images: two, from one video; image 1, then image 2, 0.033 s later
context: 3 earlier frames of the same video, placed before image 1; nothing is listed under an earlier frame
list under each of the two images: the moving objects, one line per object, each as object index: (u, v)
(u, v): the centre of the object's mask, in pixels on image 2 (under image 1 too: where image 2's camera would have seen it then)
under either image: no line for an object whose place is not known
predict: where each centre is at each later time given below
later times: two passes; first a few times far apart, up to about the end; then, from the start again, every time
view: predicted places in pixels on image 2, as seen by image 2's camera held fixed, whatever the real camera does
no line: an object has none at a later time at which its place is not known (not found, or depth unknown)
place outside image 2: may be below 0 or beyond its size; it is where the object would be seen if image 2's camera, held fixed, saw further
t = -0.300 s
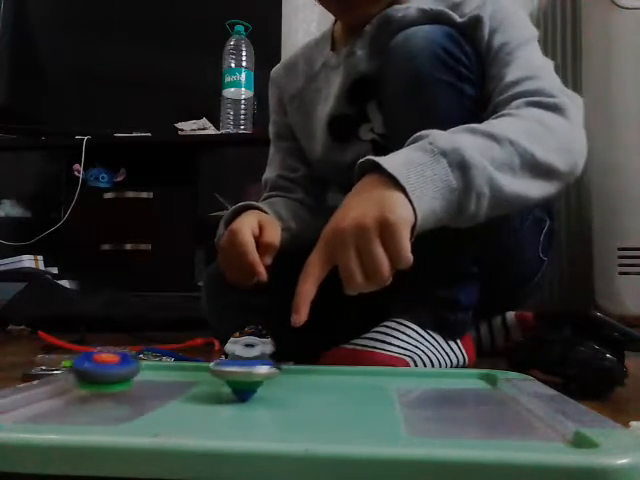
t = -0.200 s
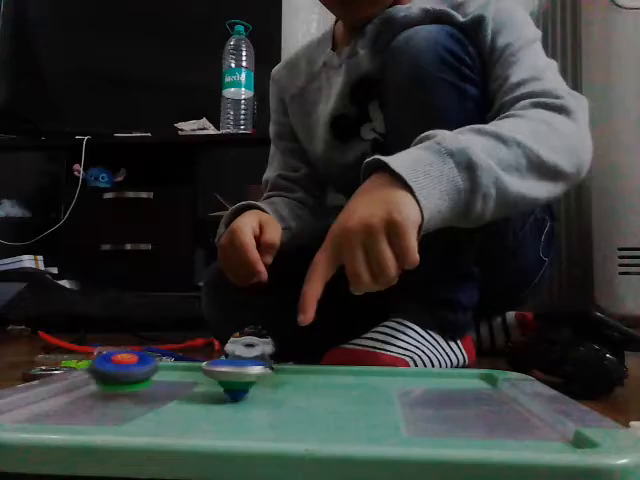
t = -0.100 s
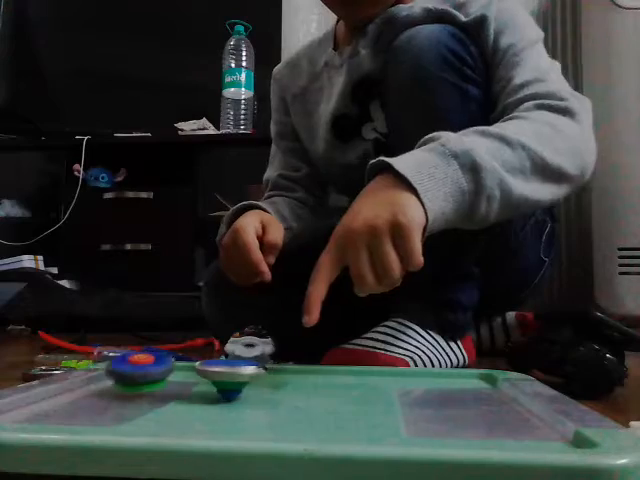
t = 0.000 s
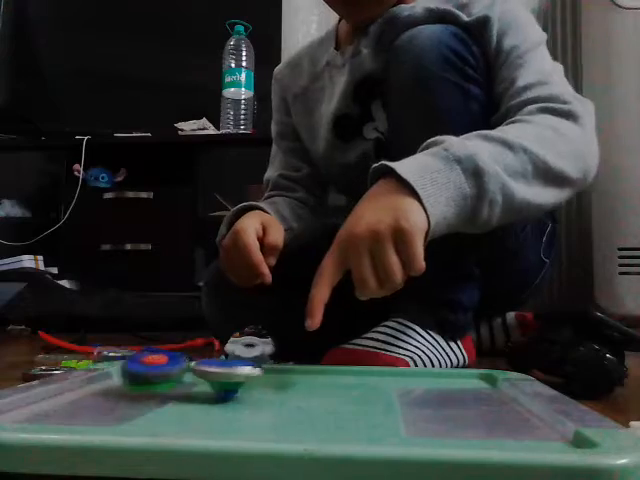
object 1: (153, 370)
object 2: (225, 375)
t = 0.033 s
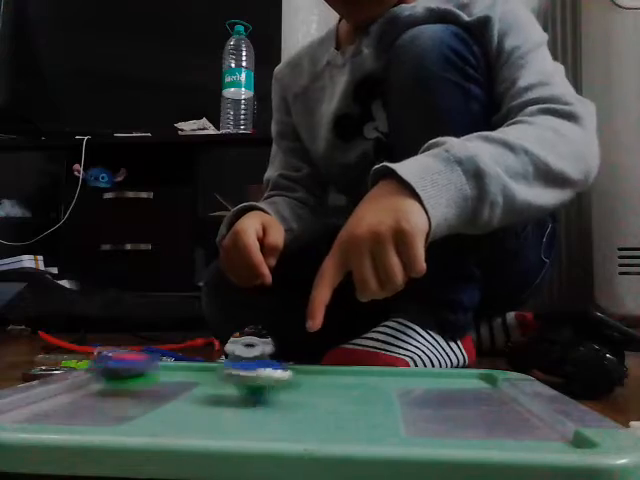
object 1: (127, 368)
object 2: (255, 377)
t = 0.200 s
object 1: (89, 359)
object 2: (350, 381)
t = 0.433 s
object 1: (116, 365)
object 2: (388, 382)
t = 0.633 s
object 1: (130, 364)
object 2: (411, 387)
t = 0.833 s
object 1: (143, 366)
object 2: (421, 391)
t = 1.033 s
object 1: (150, 367)
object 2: (415, 397)
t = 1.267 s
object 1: (150, 370)
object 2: (390, 402)
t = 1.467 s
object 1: (139, 375)
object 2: (356, 403)
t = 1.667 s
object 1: (124, 379)
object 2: (321, 401)
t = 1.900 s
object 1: (100, 381)
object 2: (294, 396)
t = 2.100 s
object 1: (80, 380)
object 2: (289, 391)
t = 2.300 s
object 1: (68, 379)
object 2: (300, 385)
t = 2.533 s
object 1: (66, 377)
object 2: (321, 378)
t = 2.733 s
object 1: (71, 374)
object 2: (343, 373)
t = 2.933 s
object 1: (84, 374)
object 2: (368, 372)
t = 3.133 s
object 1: (99, 374)
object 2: (394, 372)
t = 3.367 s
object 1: (116, 376)
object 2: (418, 375)
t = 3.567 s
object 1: (125, 378)
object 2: (430, 379)
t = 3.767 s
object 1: (128, 381)
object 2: (428, 383)
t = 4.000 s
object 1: (123, 384)
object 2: (408, 386)
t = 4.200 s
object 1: (110, 388)
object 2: (381, 388)
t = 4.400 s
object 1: (93, 390)
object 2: (350, 388)
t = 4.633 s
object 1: (73, 391)
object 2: (322, 385)
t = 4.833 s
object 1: (61, 389)
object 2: (307, 380)
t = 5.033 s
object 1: (58, 388)
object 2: (302, 374)
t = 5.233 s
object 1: (60, 386)
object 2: (308, 369)
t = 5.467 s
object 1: (72, 384)
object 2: (323, 365)
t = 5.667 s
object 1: (87, 384)
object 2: (341, 364)
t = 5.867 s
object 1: (104, 384)
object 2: (359, 365)
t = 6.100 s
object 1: (120, 386)
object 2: (373, 367)
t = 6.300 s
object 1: (129, 388)
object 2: (376, 371)
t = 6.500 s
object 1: (133, 387)
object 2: (367, 375)
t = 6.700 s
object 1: (124, 389)
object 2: (345, 378)
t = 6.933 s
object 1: (113, 390)
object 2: (309, 379)
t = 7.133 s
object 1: (105, 391)
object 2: (281, 379)
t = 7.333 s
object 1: (103, 390)
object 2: (257, 375)
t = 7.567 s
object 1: (113, 390)
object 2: (245, 370)
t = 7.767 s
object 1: (129, 389)
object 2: (246, 367)
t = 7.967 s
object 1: (138, 386)
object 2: (256, 364)
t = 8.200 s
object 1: (144, 384)
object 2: (274, 363)
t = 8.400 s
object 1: (147, 383)
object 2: (289, 363)
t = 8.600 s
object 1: (148, 383)
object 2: (299, 366)
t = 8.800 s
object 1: (150, 383)
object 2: (302, 370)
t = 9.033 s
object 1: (152, 382)
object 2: (292, 375)
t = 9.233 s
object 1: (153, 382)
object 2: (271, 378)
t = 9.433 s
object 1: (154, 382)
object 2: (246, 380)
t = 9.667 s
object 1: (112, 379)
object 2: (258, 379)
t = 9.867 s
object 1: (96, 378)
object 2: (260, 379)
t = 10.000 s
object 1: (96, 377)
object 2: (263, 378)
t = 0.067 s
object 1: (103, 366)
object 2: (284, 380)
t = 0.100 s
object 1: (87, 360)
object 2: (308, 381)
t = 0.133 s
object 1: (84, 355)
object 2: (328, 381)
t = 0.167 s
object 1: (84, 356)
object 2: (342, 382)
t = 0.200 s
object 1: (89, 359)
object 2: (350, 381)
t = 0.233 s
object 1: (95, 363)
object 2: (356, 381)
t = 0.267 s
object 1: (101, 363)
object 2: (362, 381)
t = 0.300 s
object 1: (105, 364)
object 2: (367, 381)
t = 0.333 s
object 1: (107, 364)
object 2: (373, 382)
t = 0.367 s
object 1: (110, 365)
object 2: (378, 382)
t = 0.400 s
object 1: (112, 365)
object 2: (383, 382)
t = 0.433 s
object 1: (116, 365)
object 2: (388, 382)
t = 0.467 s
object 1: (117, 365)
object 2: (392, 383)
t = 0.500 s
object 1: (121, 365)
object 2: (397, 384)
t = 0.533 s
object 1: (123, 364)
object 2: (401, 385)
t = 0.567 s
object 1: (125, 364)
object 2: (405, 385)
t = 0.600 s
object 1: (128, 365)
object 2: (408, 386)
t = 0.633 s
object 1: (130, 364)
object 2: (411, 387)
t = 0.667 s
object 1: (132, 365)
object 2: (414, 387)
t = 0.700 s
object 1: (135, 365)
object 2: (416, 388)
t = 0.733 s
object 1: (136, 365)
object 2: (418, 389)
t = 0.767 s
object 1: (139, 365)
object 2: (420, 390)
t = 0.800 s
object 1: (142, 365)
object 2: (421, 391)
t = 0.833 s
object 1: (143, 366)
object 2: (421, 391)
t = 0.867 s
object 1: (145, 366)
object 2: (422, 393)
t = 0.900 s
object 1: (146, 366)
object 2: (422, 394)
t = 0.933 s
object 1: (147, 366)
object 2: (421, 394)
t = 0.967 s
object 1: (149, 367)
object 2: (420, 395)
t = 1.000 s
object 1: (150, 367)
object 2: (417, 397)
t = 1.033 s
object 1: (150, 367)
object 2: (415, 397)
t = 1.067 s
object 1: (151, 368)
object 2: (412, 398)
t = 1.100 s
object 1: (151, 368)
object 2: (409, 399)
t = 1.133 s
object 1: (151, 369)
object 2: (405, 400)
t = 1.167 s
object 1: (151, 369)
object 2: (403, 400)
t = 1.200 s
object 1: (151, 369)
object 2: (400, 401)
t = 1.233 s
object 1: (150, 369)
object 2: (396, 401)
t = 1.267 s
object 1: (150, 370)
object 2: (390, 402)
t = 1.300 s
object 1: (148, 370)
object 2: (386, 402)
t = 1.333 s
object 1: (148, 371)
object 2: (380, 402)
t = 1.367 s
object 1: (147, 371)
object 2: (374, 402)
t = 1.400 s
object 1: (143, 373)
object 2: (368, 403)
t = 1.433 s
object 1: (141, 374)
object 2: (362, 403)
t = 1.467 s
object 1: (139, 375)
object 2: (356, 403)
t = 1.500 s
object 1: (137, 376)
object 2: (350, 402)
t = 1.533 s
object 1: (136, 377)
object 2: (344, 402)
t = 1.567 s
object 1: (132, 377)
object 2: (338, 402)
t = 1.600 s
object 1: (130, 378)
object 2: (332, 402)
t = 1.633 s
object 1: (126, 379)
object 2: (326, 402)
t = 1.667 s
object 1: (124, 379)
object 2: (321, 401)
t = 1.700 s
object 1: (120, 380)
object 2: (316, 401)
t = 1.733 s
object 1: (117, 380)
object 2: (311, 400)
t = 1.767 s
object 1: (114, 380)
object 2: (307, 399)
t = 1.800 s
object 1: (110, 380)
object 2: (302, 398)
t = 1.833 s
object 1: (106, 380)
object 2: (299, 398)
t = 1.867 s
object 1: (103, 381)
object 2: (297, 397)
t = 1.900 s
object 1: (100, 381)
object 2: (294, 396)
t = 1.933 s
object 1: (96, 381)
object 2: (292, 395)
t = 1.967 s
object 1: (92, 381)
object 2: (291, 394)
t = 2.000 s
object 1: (89, 381)
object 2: (290, 393)
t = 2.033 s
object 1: (86, 381)
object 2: (289, 393)
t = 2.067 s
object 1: (84, 381)
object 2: (289, 391)
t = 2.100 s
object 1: (80, 380)
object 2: (289, 391)
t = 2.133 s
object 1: (77, 380)
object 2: (290, 390)
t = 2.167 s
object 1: (75, 380)
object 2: (292, 388)
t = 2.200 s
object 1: (74, 380)
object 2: (293, 388)
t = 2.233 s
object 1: (71, 379)
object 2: (295, 386)
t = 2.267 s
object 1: (70, 379)
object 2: (297, 386)
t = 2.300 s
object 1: (68, 379)
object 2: (300, 385)
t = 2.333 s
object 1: (67, 378)
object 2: (303, 384)
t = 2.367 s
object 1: (67, 378)
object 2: (305, 383)
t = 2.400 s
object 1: (66, 377)
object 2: (308, 382)
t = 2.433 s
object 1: (66, 378)
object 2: (311, 381)
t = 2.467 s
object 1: (66, 378)
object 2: (314, 380)
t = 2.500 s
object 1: (66, 377)
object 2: (318, 379)
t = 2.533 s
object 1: (66, 377)
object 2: (321, 378)
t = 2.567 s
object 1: (67, 377)
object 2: (324, 377)
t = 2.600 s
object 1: (68, 377)
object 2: (328, 376)
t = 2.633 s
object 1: (69, 376)
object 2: (332, 376)
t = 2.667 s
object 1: (69, 375)
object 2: (336, 375)
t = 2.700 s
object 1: (70, 375)
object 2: (339, 374)
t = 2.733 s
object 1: (71, 374)
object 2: (343, 373)
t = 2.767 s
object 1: (73, 374)
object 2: (348, 373)
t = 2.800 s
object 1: (75, 374)
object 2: (351, 372)
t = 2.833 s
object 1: (77, 374)
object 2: (356, 372)
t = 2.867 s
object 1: (79, 373)
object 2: (360, 372)
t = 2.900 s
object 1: (81, 373)
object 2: (364, 372)
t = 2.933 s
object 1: (84, 374)
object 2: (368, 372)
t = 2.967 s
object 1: (86, 373)
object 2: (373, 371)
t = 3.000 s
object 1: (89, 373)
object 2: (376, 371)
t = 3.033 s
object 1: (91, 373)
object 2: (381, 371)
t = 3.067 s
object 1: (94, 374)
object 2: (385, 371)
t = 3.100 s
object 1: (97, 374)
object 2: (389, 371)
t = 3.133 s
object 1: (99, 374)
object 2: (394, 372)
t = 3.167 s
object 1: (102, 374)
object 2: (397, 372)
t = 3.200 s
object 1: (105, 375)
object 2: (401, 372)
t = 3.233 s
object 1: (107, 375)
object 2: (405, 373)
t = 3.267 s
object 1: (110, 375)
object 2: (409, 373)
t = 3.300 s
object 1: (113, 375)
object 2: (412, 374)
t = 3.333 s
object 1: (115, 376)
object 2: (415, 374)
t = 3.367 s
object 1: (116, 376)
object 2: (418, 375)
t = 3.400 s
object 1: (119, 376)
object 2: (421, 375)
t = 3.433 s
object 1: (120, 376)
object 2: (423, 376)
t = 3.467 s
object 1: (122, 377)
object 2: (426, 377)
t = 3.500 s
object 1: (123, 377)
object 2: (428, 377)
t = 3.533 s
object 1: (124, 378)
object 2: (429, 378)
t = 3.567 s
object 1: (125, 378)
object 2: (430, 379)
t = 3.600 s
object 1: (125, 378)
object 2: (430, 379)
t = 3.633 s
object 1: (126, 379)
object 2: (430, 380)
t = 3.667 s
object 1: (127, 380)
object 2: (431, 381)
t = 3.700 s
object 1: (128, 380)
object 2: (430, 382)
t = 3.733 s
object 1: (128, 381)
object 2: (429, 382)
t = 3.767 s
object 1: (128, 381)
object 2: (428, 383)
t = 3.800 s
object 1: (128, 382)
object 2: (427, 383)
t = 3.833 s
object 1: (127, 382)
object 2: (425, 384)
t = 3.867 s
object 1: (127, 382)
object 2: (422, 385)
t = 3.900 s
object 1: (126, 383)
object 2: (419, 385)
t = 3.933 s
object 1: (126, 383)
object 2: (416, 386)
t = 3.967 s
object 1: (124, 383)
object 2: (412, 385)
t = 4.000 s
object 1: (123, 384)
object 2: (408, 386)
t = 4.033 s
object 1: (121, 385)
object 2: (404, 387)
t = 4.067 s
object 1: (119, 386)
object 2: (399, 387)
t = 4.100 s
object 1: (116, 387)
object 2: (395, 387)
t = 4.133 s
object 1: (114, 387)
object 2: (391, 388)
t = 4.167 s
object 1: (112, 387)
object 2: (386, 388)
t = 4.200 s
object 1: (110, 388)
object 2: (381, 388)
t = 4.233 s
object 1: (107, 388)
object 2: (376, 388)
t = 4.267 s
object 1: (105, 389)
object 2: (371, 388)
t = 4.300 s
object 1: (102, 389)
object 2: (365, 388)
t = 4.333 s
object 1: (99, 389)
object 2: (360, 388)
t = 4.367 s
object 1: (96, 389)
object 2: (355, 387)
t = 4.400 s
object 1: (93, 390)
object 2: (350, 388)
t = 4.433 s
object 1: (90, 390)
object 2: (345, 387)
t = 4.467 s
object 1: (86, 390)
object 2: (341, 387)
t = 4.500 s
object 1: (83, 390)
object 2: (337, 387)
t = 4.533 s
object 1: (81, 390)
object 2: (333, 386)
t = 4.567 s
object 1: (78, 391)
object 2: (329, 386)
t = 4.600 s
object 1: (76, 391)
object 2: (325, 386)
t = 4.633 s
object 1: (73, 391)
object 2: (322, 385)
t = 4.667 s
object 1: (69, 390)
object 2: (318, 384)
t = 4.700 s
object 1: (67, 390)
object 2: (316, 383)
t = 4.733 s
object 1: (65, 389)
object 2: (313, 382)
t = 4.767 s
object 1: (63, 389)
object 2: (311, 382)
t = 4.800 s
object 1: (62, 389)
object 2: (309, 381)
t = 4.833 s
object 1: (61, 389)
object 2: (307, 380)
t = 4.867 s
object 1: (60, 389)
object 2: (306, 379)
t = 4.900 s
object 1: (59, 389)
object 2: (305, 378)
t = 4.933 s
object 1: (59, 388)
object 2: (303, 377)
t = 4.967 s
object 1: (58, 388)
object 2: (303, 376)
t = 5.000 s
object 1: (58, 388)
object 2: (302, 375)
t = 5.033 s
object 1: (58, 388)
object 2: (302, 374)
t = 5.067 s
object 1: (58, 388)
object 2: (303, 373)
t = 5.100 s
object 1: (59, 387)
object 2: (303, 372)
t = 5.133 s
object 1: (59, 387)
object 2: (304, 371)
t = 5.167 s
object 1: (59, 387)
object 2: (305, 370)
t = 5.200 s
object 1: (60, 387)
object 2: (306, 370)
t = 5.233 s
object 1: (60, 386)
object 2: (308, 369)
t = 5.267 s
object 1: (62, 386)
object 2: (309, 369)
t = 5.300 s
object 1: (63, 386)
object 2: (311, 368)
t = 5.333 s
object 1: (65, 385)
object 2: (313, 367)
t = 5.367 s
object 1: (67, 385)
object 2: (315, 367)
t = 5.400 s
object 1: (68, 385)
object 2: (318, 366)
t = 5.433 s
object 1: (70, 385)
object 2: (320, 366)
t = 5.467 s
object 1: (72, 384)
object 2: (323, 365)
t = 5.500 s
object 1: (75, 384)
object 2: (326, 365)
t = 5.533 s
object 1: (76, 384)
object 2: (328, 364)
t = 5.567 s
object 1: (79, 384)
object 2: (332, 364)
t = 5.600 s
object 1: (82, 384)
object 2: (335, 364)
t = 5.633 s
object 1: (84, 383)
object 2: (338, 364)
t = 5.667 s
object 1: (87, 384)
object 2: (341, 364)
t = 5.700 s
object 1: (90, 384)
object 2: (344, 364)
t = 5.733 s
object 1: (93, 384)
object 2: (347, 364)
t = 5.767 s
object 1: (95, 384)
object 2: (350, 364)
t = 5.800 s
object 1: (99, 384)
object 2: (353, 364)
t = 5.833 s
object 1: (101, 384)
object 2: (356, 365)
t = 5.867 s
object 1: (104, 384)
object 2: (359, 365)
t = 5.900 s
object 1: (106, 384)
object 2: (361, 365)
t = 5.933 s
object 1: (109, 384)
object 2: (363, 365)
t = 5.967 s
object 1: (111, 384)
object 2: (366, 366)
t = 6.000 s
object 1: (113, 384)
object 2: (368, 366)
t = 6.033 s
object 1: (115, 384)
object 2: (370, 367)
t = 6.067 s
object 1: (117, 384)
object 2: (372, 367)
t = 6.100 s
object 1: (120, 386)
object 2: (373, 367)
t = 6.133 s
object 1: (122, 386)
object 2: (374, 368)
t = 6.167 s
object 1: (123, 387)
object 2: (375, 369)
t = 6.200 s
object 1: (126, 387)
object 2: (376, 369)
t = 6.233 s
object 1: (127, 387)
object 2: (376, 370)
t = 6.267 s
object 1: (128, 388)
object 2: (376, 371)
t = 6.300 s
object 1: (129, 388)
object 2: (376, 371)
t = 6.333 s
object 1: (129, 388)
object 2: (376, 372)
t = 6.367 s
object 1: (129, 388)
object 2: (375, 372)
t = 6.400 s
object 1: (131, 388)
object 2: (373, 373)
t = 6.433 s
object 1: (132, 388)
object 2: (372, 373)
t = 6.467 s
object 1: (133, 388)
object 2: (370, 374)
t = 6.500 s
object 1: (133, 387)
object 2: (367, 375)
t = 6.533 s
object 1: (131, 387)
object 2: (363, 376)
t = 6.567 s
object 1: (130, 388)
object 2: (360, 376)
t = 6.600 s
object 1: (129, 389)
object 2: (357, 377)
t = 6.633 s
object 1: (127, 388)
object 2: (353, 377)
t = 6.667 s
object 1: (126, 390)
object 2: (349, 378)
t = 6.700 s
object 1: (124, 389)
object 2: (345, 378)
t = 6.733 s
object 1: (122, 390)
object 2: (340, 378)
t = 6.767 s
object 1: (120, 390)
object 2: (335, 378)
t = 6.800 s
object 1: (119, 391)
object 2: (330, 379)
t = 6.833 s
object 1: (118, 390)
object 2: (325, 379)
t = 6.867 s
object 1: (117, 390)
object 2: (320, 379)
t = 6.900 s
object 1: (115, 391)
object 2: (315, 379)
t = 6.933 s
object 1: (113, 390)
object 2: (309, 379)
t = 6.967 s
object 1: (112, 391)
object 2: (305, 379)
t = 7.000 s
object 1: (111, 391)
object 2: (299, 379)
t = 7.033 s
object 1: (109, 391)
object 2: (294, 379)
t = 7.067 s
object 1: (107, 391)
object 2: (290, 379)
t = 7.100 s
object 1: (106, 391)
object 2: (285, 379)
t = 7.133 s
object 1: (105, 391)
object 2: (281, 379)
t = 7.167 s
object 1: (104, 391)
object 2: (276, 378)
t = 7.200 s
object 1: (103, 391)
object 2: (272, 378)
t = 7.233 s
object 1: (103, 391)
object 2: (268, 377)
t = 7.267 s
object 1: (103, 391)
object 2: (264, 376)
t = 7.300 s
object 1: (103, 391)
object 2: (261, 376)
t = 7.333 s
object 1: (103, 390)
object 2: (257, 375)
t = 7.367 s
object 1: (104, 390)
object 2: (254, 375)
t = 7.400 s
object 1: (105, 390)
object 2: (252, 374)
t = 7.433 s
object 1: (107, 390)
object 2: (250, 373)
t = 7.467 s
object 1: (107, 390)
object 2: (248, 372)
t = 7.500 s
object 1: (109, 390)
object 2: (247, 372)
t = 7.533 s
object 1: (111, 390)
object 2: (246, 371)
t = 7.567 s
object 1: (113, 390)
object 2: (245, 370)
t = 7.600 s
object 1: (115, 389)
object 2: (244, 370)
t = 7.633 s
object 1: (118, 389)
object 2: (244, 369)
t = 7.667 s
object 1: (120, 389)
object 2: (244, 368)
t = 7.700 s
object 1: (122, 389)
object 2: (244, 368)
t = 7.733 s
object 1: (126, 389)
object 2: (245, 367)
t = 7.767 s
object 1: (129, 389)
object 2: (246, 367)
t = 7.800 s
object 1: (131, 389)
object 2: (247, 366)
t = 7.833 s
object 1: (133, 389)
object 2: (248, 366)
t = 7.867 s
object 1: (134, 388)
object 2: (249, 365)
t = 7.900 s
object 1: (136, 388)
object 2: (251, 365)
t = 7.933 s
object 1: (137, 387)
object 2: (254, 364)
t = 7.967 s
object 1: (138, 386)
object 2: (256, 364)
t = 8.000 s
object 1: (141, 386)
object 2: (258, 363)
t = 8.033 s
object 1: (142, 386)
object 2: (260, 363)
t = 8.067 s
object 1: (142, 385)
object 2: (263, 363)
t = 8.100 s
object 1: (143, 385)
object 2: (265, 363)
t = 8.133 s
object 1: (144, 385)
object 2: (268, 363)
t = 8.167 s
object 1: (144, 385)
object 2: (271, 363)
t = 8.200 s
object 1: (144, 384)
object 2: (274, 363)
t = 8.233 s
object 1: (145, 384)
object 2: (276, 362)
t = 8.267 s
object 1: (146, 384)
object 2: (279, 363)
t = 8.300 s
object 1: (146, 384)
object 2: (282, 362)
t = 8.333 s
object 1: (146, 384)
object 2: (284, 363)
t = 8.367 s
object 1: (147, 384)
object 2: (287, 363)
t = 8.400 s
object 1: (147, 383)
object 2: (289, 363)
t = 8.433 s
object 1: (148, 384)
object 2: (291, 363)
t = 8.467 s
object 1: (147, 383)
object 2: (294, 364)
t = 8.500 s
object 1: (148, 383)
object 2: (295, 364)
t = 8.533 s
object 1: (149, 383)
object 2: (296, 365)
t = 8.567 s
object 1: (148, 383)
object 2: (297, 365)
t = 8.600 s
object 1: (148, 383)
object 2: (299, 366)
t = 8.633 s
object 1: (149, 383)
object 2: (300, 366)
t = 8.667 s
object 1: (149, 383)
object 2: (301, 367)
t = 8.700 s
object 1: (149, 383)
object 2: (302, 367)
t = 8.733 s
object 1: (150, 383)
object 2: (302, 368)
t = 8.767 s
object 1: (150, 383)
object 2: (302, 369)
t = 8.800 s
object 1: (150, 383)
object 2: (302, 370)
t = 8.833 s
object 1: (151, 383)
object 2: (302, 371)
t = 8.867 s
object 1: (150, 383)
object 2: (300, 371)
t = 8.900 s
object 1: (151, 383)
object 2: (299, 372)
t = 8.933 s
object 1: (151, 382)
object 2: (298, 373)
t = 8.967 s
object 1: (151, 383)
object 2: (296, 374)
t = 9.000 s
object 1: (151, 382)
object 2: (294, 374)
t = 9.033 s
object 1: (152, 382)
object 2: (292, 375)
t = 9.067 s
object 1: (152, 382)
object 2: (288, 376)
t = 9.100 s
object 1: (152, 382)
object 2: (286, 377)
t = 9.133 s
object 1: (153, 382)
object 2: (282, 377)
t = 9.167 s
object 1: (152, 382)
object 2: (278, 378)
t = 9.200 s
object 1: (153, 382)
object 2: (274, 378)
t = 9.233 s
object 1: (153, 382)
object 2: (271, 378)
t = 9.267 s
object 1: (153, 382)
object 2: (267, 379)
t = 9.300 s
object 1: (153, 381)
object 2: (263, 379)
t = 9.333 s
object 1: (153, 381)
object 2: (259, 379)
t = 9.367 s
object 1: (153, 381)
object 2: (254, 380)
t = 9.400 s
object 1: (154, 381)
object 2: (250, 379)
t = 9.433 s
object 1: (154, 382)
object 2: (246, 380)
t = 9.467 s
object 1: (154, 382)
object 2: (241, 380)
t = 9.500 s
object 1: (155, 381)
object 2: (237, 380)
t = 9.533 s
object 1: (154, 382)
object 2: (234, 380)
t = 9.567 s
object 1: (139, 380)
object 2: (242, 379)
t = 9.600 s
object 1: (124, 379)
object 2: (252, 380)
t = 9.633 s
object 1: (116, 379)
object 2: (256, 380)
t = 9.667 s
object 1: (112, 379)
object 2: (258, 379)
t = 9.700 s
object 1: (109, 380)
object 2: (258, 379)
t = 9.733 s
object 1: (105, 379)
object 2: (258, 379)
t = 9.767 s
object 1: (102, 379)
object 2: (259, 379)
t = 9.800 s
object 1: (99, 378)
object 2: (259, 379)
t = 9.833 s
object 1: (97, 378)
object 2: (260, 379)
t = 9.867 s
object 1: (96, 378)
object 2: (260, 379)
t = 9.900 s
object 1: (96, 378)
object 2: (260, 379)
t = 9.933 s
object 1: (96, 378)
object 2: (261, 378)
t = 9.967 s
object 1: (96, 378)
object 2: (262, 378)
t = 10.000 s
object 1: (96, 377)
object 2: (263, 378)
